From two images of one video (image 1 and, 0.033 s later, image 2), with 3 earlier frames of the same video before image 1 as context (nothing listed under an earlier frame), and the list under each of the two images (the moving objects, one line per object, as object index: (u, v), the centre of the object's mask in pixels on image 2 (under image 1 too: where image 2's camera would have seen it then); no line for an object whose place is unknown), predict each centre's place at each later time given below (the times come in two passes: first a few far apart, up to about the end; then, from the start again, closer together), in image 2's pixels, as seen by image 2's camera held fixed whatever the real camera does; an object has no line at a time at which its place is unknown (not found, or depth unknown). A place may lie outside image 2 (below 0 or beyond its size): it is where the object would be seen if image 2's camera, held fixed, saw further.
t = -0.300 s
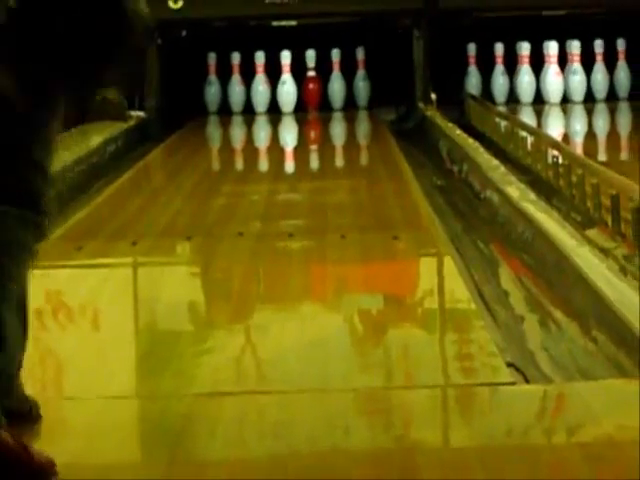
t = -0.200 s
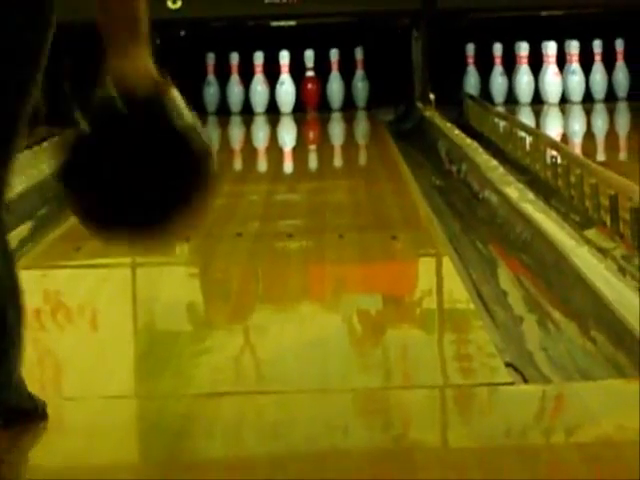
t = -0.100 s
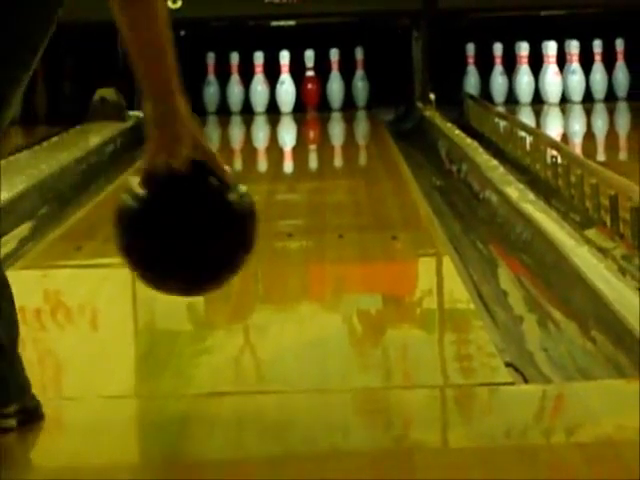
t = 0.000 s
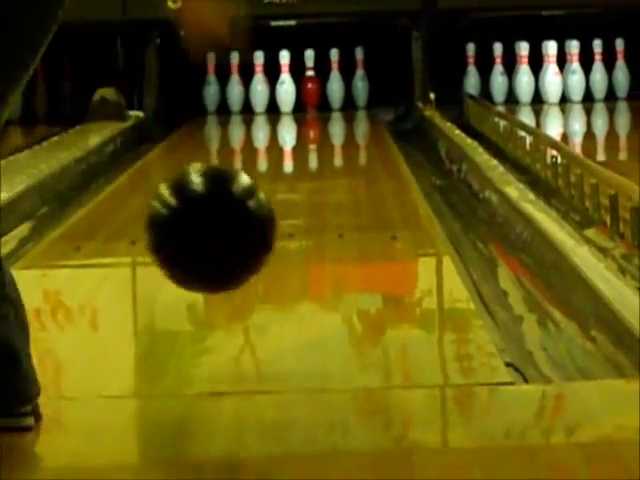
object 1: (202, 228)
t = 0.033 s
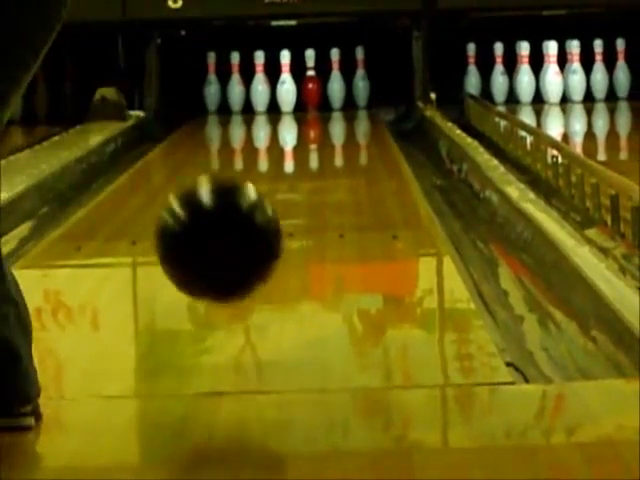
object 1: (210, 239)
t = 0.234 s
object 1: (248, 258)
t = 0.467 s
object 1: (276, 221)
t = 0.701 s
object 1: (297, 194)
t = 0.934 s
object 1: (313, 174)
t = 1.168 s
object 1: (331, 156)
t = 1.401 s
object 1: (341, 142)
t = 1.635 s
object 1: (349, 132)
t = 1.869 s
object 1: (355, 123)
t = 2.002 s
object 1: (359, 118)
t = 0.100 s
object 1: (228, 279)
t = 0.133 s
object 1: (231, 276)
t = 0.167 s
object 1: (236, 271)
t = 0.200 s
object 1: (242, 265)
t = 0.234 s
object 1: (248, 258)
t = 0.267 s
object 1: (253, 252)
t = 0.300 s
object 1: (255, 246)
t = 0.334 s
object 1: (260, 241)
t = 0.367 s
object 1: (267, 236)
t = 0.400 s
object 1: (268, 230)
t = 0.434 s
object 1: (272, 225)
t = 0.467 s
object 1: (276, 221)
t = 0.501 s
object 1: (278, 216)
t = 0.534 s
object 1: (282, 212)
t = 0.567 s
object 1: (285, 208)
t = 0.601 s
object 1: (288, 205)
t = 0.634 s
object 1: (291, 201)
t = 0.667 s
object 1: (294, 198)
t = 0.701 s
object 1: (297, 194)
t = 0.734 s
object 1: (299, 191)
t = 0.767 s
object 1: (302, 188)
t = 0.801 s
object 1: (305, 184)
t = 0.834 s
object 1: (307, 181)
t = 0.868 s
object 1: (309, 179)
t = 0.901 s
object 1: (311, 177)
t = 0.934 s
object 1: (313, 174)
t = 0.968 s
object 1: (315, 171)
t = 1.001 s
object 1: (317, 169)
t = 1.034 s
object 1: (319, 166)
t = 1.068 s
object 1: (326, 163)
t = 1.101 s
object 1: (323, 161)
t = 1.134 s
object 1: (324, 158)
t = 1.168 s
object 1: (331, 156)
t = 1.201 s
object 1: (333, 154)
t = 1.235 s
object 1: (335, 152)
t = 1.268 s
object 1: (336, 150)
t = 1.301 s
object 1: (337, 148)
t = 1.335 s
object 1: (339, 146)
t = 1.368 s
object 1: (340, 144)
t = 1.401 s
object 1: (341, 142)
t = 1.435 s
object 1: (343, 141)
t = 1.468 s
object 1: (344, 139)
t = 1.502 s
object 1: (345, 137)
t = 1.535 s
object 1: (346, 136)
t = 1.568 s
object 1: (347, 135)
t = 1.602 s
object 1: (348, 133)
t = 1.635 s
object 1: (349, 132)
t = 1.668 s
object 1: (350, 130)
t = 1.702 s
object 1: (351, 129)
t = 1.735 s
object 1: (352, 128)
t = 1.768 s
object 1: (353, 126)
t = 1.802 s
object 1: (354, 125)
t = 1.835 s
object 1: (355, 124)
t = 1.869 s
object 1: (355, 123)
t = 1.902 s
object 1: (357, 121)
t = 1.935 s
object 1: (358, 120)
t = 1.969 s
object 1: (358, 119)
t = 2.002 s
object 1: (359, 118)
